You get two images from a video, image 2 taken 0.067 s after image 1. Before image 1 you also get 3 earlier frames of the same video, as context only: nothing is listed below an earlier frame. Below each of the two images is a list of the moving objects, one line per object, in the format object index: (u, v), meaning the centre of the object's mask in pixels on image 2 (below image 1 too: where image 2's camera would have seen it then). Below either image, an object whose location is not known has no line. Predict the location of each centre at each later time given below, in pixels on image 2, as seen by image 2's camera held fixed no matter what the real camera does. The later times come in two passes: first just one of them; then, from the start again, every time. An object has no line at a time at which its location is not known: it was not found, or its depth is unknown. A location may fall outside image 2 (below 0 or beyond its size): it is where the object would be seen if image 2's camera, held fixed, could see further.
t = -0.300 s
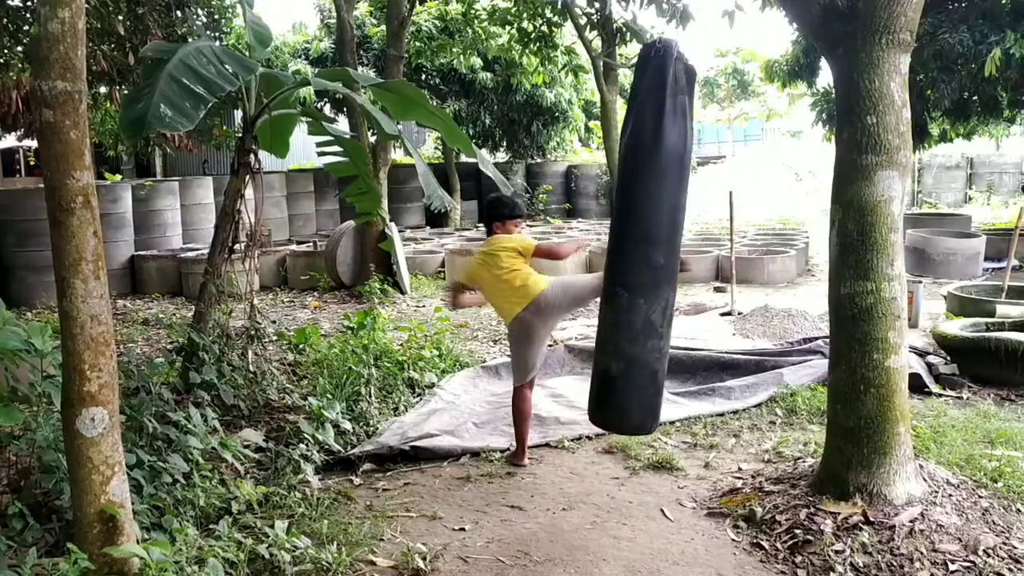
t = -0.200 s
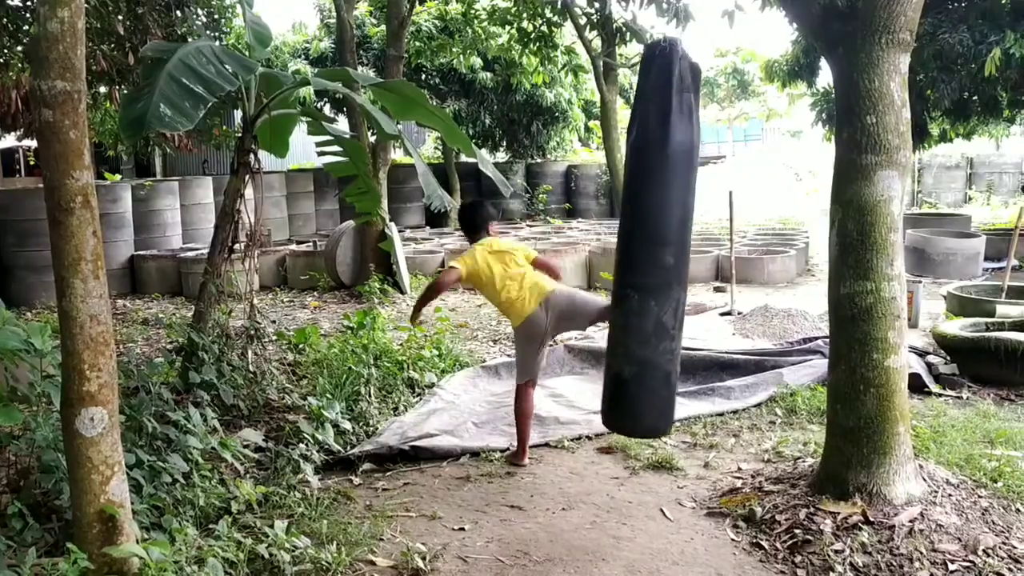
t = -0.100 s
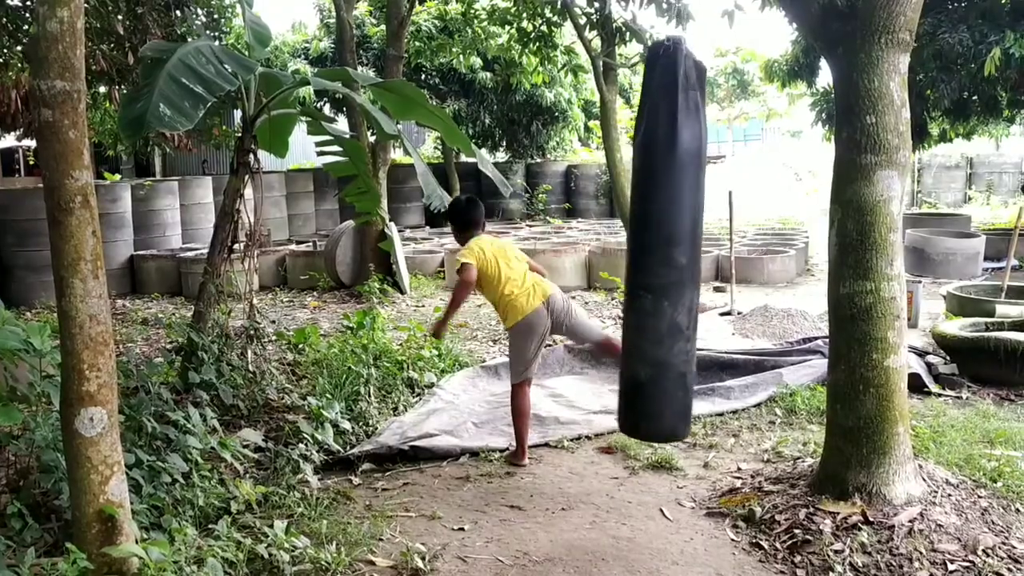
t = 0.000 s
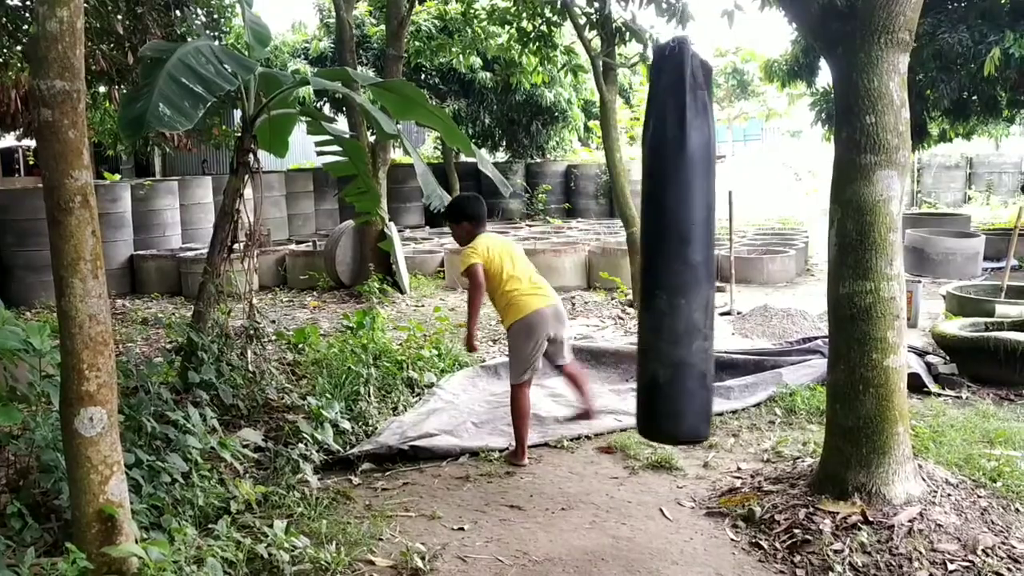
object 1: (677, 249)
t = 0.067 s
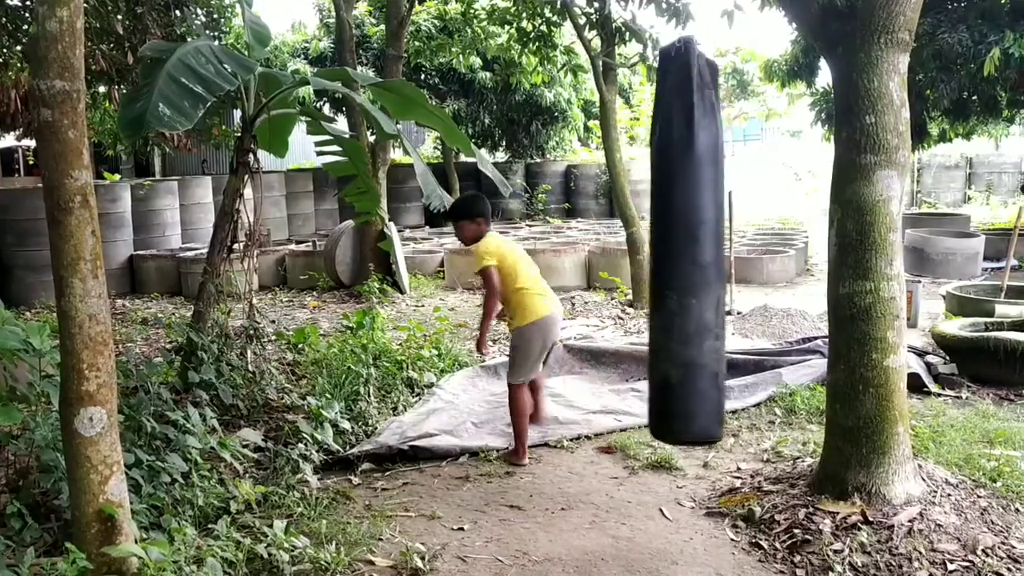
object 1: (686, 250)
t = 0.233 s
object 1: (711, 249)
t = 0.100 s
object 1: (691, 250)
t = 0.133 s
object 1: (697, 250)
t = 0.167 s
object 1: (701, 250)
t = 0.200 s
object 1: (706, 249)
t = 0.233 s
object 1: (711, 249)
